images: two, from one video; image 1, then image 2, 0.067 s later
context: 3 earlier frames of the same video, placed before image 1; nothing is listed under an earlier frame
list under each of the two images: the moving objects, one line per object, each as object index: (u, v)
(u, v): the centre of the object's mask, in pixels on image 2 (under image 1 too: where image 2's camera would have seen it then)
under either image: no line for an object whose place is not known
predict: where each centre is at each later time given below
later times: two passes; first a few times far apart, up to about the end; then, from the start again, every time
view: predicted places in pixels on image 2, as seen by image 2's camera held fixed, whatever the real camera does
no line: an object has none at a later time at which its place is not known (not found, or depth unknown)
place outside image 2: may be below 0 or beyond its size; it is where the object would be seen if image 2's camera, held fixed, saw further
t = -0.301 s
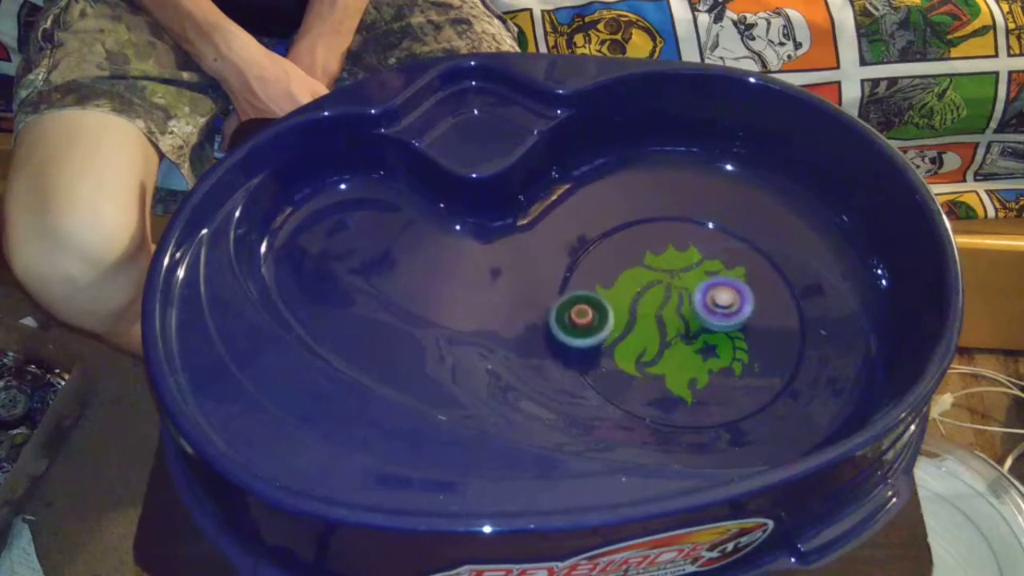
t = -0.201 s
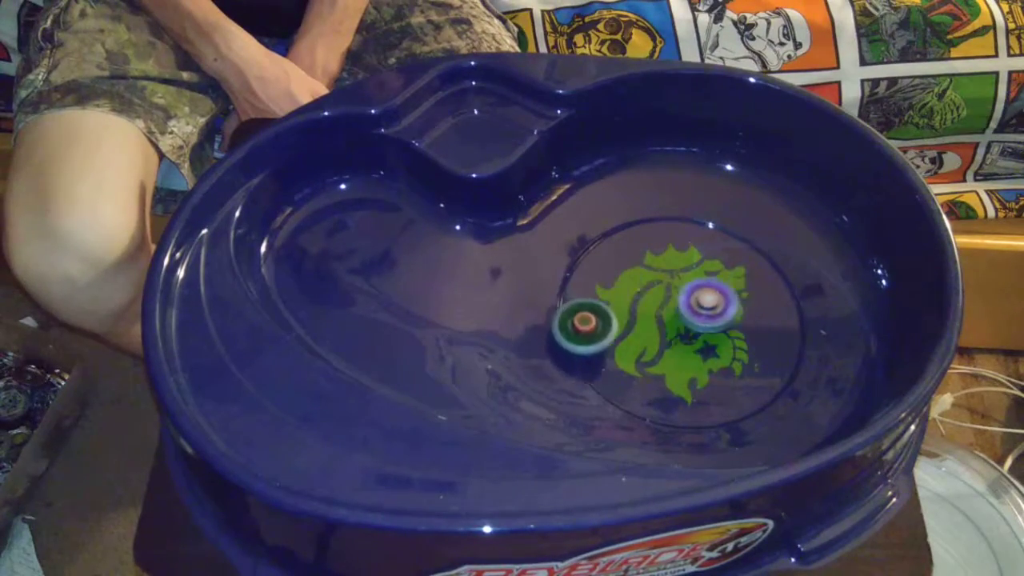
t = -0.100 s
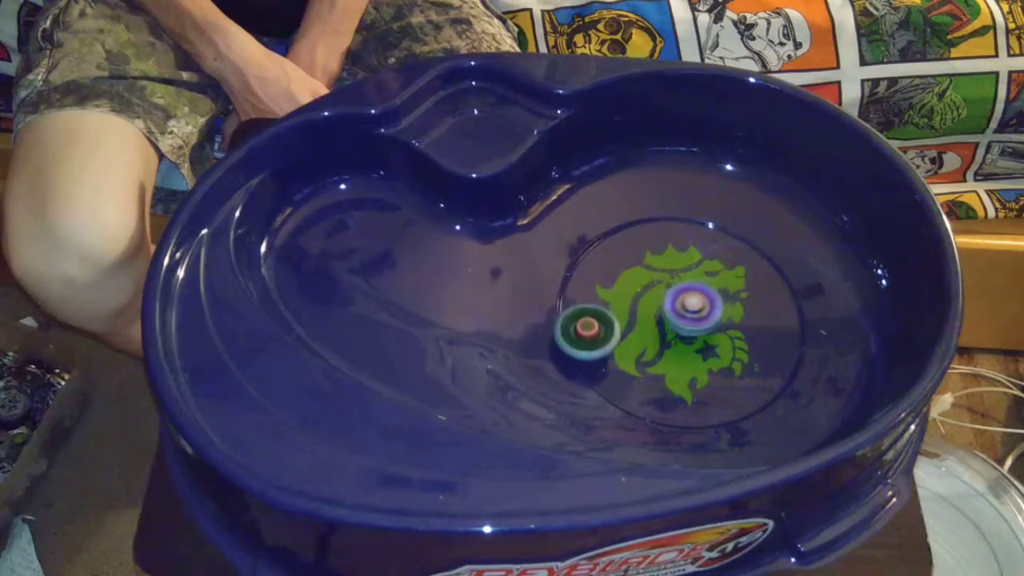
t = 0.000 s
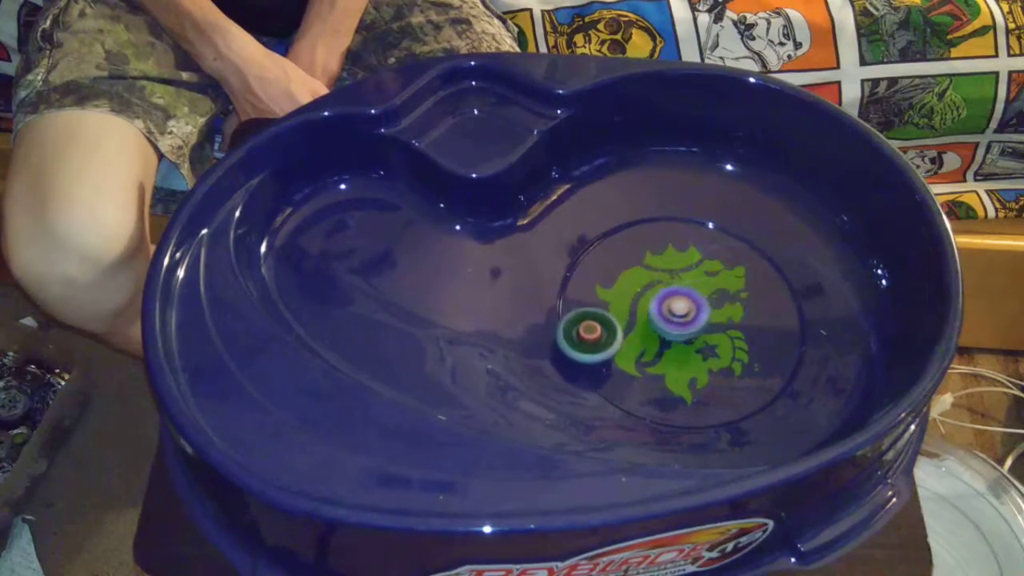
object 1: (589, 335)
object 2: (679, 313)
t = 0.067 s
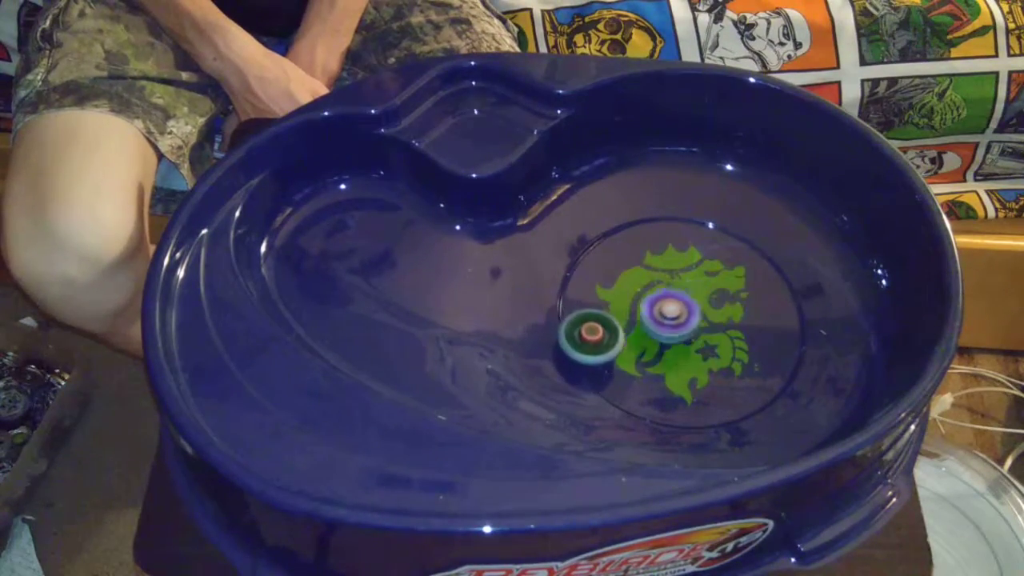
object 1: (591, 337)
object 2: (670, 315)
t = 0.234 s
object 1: (591, 339)
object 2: (655, 322)
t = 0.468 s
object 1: (579, 341)
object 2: (660, 323)
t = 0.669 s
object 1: (602, 346)
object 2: (679, 312)
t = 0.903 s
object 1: (624, 339)
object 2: (679, 298)
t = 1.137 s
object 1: (632, 334)
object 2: (678, 288)
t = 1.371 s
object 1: (605, 355)
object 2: (702, 264)
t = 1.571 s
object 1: (618, 356)
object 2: (698, 262)
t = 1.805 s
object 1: (632, 358)
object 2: (693, 278)
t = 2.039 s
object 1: (642, 359)
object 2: (688, 304)
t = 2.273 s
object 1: (613, 384)
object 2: (708, 308)
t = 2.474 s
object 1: (634, 368)
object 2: (711, 306)
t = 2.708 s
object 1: (641, 361)
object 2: (695, 310)
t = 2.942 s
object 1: (635, 359)
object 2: (684, 312)
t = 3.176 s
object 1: (622, 364)
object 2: (684, 305)
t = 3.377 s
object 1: (610, 369)
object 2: (689, 288)
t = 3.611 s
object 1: (626, 359)
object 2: (675, 283)
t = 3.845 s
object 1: (642, 354)
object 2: (667, 289)
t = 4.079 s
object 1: (657, 375)
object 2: (668, 288)
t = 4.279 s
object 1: (669, 390)
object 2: (673, 281)
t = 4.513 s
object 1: (680, 390)
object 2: (673, 284)
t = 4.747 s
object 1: (682, 383)
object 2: (677, 297)
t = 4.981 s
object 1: (680, 372)
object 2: (683, 312)
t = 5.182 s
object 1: (663, 404)
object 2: (692, 294)
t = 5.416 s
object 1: (665, 392)
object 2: (685, 292)
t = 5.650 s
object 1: (672, 378)
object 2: (675, 298)
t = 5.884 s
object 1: (685, 365)
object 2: (670, 307)
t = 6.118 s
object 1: (699, 365)
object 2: (665, 302)
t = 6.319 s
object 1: (707, 362)
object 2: (663, 304)
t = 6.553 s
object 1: (712, 359)
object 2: (664, 308)
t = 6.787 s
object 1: (713, 357)
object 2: (666, 310)
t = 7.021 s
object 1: (711, 354)
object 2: (668, 306)
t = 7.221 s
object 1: (732, 382)
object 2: (653, 283)
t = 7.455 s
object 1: (730, 373)
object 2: (646, 279)
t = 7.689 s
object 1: (727, 362)
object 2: (649, 285)
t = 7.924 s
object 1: (724, 349)
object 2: (664, 298)
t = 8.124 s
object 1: (730, 345)
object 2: (672, 304)
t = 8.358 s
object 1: (766, 358)
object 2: (656, 294)
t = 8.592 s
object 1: (770, 355)
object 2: (648, 299)
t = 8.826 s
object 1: (763, 350)
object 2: (652, 305)
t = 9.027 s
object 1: (752, 346)
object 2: (660, 310)
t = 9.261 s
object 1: (738, 339)
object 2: (667, 310)
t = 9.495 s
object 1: (799, 341)
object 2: (612, 281)
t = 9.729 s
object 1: (742, 302)
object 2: (605, 282)
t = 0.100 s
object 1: (592, 337)
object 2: (666, 316)
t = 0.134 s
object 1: (592, 338)
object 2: (662, 318)
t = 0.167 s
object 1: (594, 338)
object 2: (659, 319)
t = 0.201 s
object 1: (594, 339)
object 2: (655, 321)
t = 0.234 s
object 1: (591, 339)
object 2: (655, 322)
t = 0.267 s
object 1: (589, 340)
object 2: (655, 322)
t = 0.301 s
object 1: (589, 340)
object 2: (655, 323)
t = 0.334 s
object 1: (589, 340)
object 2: (655, 323)
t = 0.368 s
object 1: (590, 340)
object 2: (653, 324)
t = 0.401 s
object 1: (591, 341)
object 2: (653, 324)
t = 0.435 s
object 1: (590, 341)
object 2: (653, 324)
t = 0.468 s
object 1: (579, 341)
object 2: (660, 323)
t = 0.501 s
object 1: (574, 341)
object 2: (667, 321)
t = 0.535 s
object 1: (575, 342)
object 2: (672, 320)
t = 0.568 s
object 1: (580, 344)
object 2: (675, 317)
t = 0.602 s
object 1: (588, 345)
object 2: (676, 316)
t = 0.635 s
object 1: (595, 346)
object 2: (678, 314)
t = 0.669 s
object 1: (602, 346)
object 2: (679, 312)
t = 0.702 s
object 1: (608, 345)
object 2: (679, 310)
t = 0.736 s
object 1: (613, 345)
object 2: (680, 308)
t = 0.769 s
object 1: (617, 344)
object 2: (680, 307)
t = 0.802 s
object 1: (620, 342)
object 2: (680, 304)
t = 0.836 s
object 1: (622, 341)
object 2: (680, 301)
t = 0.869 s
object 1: (623, 340)
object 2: (680, 299)
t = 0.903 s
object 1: (624, 339)
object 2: (679, 298)
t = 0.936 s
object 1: (625, 338)
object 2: (679, 297)
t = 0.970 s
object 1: (626, 337)
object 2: (679, 295)
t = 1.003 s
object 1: (628, 336)
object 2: (678, 293)
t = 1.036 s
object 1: (629, 335)
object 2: (678, 293)
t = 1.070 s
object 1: (631, 333)
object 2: (678, 292)
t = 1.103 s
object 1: (633, 332)
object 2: (677, 291)
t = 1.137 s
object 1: (632, 334)
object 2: (678, 288)
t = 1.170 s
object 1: (619, 342)
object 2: (687, 281)
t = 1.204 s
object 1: (610, 348)
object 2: (693, 276)
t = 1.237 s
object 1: (605, 353)
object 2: (697, 272)
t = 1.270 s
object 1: (602, 355)
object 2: (699, 269)
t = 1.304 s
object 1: (602, 355)
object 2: (701, 267)
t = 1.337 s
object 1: (603, 355)
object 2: (702, 265)
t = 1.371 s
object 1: (605, 355)
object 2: (702, 264)
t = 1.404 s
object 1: (607, 355)
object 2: (702, 263)
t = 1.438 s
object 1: (609, 355)
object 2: (701, 262)
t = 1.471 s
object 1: (612, 355)
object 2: (701, 261)
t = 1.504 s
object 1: (614, 355)
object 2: (700, 261)
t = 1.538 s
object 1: (616, 356)
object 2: (699, 261)
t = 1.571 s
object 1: (618, 356)
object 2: (698, 262)
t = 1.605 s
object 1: (620, 356)
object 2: (697, 263)
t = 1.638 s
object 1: (623, 357)
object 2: (697, 265)
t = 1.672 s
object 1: (625, 357)
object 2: (696, 266)
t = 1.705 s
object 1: (627, 357)
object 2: (695, 269)
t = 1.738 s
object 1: (629, 357)
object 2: (694, 272)
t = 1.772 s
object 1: (631, 358)
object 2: (694, 275)
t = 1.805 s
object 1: (632, 358)
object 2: (693, 278)
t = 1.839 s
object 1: (634, 358)
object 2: (692, 281)
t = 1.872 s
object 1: (635, 358)
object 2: (692, 285)
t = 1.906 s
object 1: (637, 358)
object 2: (691, 290)
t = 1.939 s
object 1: (639, 359)
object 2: (691, 293)
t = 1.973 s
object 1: (640, 359)
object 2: (690, 297)
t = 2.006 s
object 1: (641, 359)
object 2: (689, 300)
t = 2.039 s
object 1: (642, 359)
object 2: (688, 304)
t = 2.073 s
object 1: (643, 359)
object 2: (688, 308)
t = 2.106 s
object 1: (645, 359)
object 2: (687, 311)
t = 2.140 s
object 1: (646, 359)
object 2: (687, 315)
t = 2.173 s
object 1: (641, 363)
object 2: (690, 315)
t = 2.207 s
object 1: (627, 374)
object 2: (697, 312)
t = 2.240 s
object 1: (618, 381)
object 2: (703, 309)
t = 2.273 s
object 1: (613, 384)
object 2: (708, 308)
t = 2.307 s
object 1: (613, 384)
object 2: (711, 307)
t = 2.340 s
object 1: (617, 381)
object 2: (712, 306)
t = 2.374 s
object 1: (622, 378)
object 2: (713, 306)
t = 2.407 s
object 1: (627, 374)
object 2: (712, 306)
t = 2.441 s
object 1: (631, 371)
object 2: (712, 306)
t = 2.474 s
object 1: (634, 368)
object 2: (711, 306)
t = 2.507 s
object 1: (637, 366)
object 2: (709, 307)
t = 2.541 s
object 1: (639, 364)
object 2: (708, 307)
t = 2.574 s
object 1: (640, 363)
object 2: (706, 307)
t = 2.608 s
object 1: (640, 363)
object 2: (703, 307)
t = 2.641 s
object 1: (640, 363)
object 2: (701, 308)
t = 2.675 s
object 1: (641, 362)
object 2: (698, 309)
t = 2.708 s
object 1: (641, 361)
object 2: (695, 310)
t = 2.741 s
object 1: (641, 360)
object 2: (693, 310)
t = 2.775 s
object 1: (641, 359)
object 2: (690, 311)
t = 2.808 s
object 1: (642, 358)
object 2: (688, 312)
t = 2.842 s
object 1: (642, 357)
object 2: (685, 314)
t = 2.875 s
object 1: (642, 356)
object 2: (683, 314)
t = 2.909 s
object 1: (638, 358)
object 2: (684, 313)
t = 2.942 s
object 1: (635, 359)
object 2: (684, 312)
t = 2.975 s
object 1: (633, 358)
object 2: (683, 312)
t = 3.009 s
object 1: (633, 358)
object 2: (683, 311)
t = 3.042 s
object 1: (634, 356)
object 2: (682, 312)
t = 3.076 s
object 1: (635, 355)
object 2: (680, 312)
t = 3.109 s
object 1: (636, 354)
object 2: (679, 312)
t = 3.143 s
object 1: (633, 356)
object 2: (679, 310)
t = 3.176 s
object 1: (622, 364)
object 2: (684, 305)
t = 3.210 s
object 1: (612, 370)
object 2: (689, 300)
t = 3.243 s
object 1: (606, 373)
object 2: (691, 296)
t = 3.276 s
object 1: (603, 374)
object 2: (691, 294)
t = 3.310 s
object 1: (605, 372)
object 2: (691, 291)
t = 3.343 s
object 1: (607, 371)
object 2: (690, 289)
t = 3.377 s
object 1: (610, 369)
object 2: (689, 288)
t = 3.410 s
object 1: (613, 367)
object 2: (687, 287)
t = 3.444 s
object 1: (616, 364)
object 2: (685, 286)
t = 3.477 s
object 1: (619, 363)
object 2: (683, 284)
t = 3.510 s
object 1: (621, 361)
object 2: (681, 284)
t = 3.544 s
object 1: (623, 360)
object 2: (679, 283)
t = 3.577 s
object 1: (624, 359)
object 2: (677, 283)
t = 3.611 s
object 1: (626, 359)
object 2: (675, 283)
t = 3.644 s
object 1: (628, 358)
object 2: (673, 284)
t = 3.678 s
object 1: (631, 357)
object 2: (672, 284)
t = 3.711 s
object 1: (633, 356)
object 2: (671, 285)
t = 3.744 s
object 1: (635, 356)
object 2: (670, 286)
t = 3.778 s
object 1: (637, 355)
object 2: (669, 287)
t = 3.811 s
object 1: (640, 355)
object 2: (668, 288)
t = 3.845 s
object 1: (642, 354)
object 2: (667, 289)
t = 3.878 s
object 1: (645, 354)
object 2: (667, 291)
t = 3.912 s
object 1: (647, 353)
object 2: (666, 292)
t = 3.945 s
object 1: (650, 353)
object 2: (665, 294)
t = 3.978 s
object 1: (653, 352)
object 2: (665, 294)
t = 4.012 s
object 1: (655, 353)
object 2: (665, 295)
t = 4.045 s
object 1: (657, 365)
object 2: (666, 292)
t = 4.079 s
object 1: (657, 375)
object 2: (668, 288)
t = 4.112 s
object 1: (657, 382)
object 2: (670, 285)
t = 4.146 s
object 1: (659, 386)
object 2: (671, 283)
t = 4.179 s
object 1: (662, 388)
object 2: (672, 282)
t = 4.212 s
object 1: (665, 389)
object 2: (672, 282)
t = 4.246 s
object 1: (668, 390)
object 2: (673, 281)
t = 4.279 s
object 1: (669, 390)
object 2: (673, 281)
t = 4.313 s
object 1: (671, 391)
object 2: (673, 281)
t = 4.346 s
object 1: (673, 391)
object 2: (673, 281)
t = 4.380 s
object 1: (675, 391)
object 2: (673, 281)
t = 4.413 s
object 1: (677, 391)
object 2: (673, 281)
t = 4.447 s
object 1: (678, 391)
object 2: (673, 282)
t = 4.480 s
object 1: (679, 391)
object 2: (673, 283)
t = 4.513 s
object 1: (680, 390)
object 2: (673, 284)
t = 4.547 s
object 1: (680, 390)
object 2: (673, 286)
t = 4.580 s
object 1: (681, 389)
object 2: (674, 288)
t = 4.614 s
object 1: (681, 387)
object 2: (674, 289)
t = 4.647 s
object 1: (681, 386)
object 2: (675, 291)
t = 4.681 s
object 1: (681, 385)
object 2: (675, 293)
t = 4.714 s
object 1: (682, 384)
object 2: (676, 295)
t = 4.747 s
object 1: (682, 383)
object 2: (677, 297)
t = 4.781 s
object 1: (682, 382)
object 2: (677, 299)
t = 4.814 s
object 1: (682, 380)
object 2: (678, 301)
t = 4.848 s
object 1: (682, 379)
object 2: (679, 303)
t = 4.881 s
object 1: (681, 378)
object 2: (680, 305)
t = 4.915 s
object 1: (681, 376)
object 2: (681, 307)
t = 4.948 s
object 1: (680, 374)
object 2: (682, 310)
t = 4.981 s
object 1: (680, 372)
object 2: (683, 312)
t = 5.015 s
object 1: (680, 371)
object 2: (683, 313)
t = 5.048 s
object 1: (676, 380)
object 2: (685, 311)
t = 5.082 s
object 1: (672, 391)
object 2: (688, 304)
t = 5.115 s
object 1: (669, 399)
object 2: (690, 299)
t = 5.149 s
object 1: (666, 403)
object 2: (691, 296)
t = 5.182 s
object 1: (663, 404)
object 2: (692, 294)
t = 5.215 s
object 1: (662, 403)
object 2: (692, 293)
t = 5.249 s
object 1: (661, 401)
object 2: (691, 292)
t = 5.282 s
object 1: (662, 400)
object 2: (690, 292)
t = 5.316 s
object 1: (662, 398)
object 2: (689, 291)
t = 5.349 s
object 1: (663, 396)
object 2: (688, 292)
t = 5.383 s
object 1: (664, 394)
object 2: (686, 291)
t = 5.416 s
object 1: (665, 392)
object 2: (685, 292)
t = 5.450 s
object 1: (666, 390)
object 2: (683, 292)
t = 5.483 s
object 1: (666, 388)
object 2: (682, 293)
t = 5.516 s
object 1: (668, 387)
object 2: (680, 293)
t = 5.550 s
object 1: (669, 385)
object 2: (679, 294)
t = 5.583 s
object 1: (670, 383)
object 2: (678, 295)
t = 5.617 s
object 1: (671, 380)
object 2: (676, 296)
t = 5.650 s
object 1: (672, 378)
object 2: (675, 298)
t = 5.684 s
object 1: (674, 376)
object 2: (674, 299)
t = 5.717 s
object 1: (676, 373)
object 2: (673, 301)
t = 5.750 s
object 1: (678, 371)
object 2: (672, 303)
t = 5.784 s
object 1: (679, 369)
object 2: (672, 304)
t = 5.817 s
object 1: (681, 367)
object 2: (671, 306)
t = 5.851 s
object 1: (683, 365)
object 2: (670, 307)
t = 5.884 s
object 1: (685, 365)
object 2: (670, 307)
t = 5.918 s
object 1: (687, 366)
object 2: (669, 307)
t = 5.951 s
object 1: (689, 368)
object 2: (669, 305)
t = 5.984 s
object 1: (691, 368)
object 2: (668, 303)
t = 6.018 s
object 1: (693, 367)
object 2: (667, 303)
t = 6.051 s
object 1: (695, 367)
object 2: (667, 302)
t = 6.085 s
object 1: (697, 366)
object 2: (666, 302)
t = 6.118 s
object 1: (699, 365)
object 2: (665, 302)
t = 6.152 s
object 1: (700, 365)
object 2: (665, 302)
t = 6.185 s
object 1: (702, 364)
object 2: (664, 302)
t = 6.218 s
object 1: (704, 364)
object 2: (664, 303)
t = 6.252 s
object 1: (706, 363)
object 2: (663, 303)
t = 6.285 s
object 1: (706, 363)
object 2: (663, 304)
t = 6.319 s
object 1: (707, 362)
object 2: (663, 304)
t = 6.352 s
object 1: (708, 362)
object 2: (663, 304)
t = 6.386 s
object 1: (709, 361)
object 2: (663, 305)
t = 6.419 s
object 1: (710, 361)
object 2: (663, 305)
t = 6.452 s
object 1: (710, 361)
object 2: (663, 306)
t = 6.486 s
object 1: (711, 360)
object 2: (663, 307)
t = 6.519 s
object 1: (711, 360)
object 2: (663, 307)
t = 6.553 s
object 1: (712, 359)
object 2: (664, 308)
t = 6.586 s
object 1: (712, 359)
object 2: (664, 308)
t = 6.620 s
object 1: (712, 358)
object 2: (664, 309)
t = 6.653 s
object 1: (712, 358)
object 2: (665, 309)
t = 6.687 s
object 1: (712, 357)
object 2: (665, 309)
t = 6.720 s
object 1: (712, 357)
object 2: (666, 310)
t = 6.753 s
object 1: (712, 356)
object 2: (666, 310)
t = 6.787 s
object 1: (713, 357)
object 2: (666, 310)
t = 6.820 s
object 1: (713, 358)
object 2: (666, 308)
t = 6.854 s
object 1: (713, 357)
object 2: (666, 308)
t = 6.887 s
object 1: (713, 357)
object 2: (666, 307)
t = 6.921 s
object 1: (712, 356)
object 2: (667, 307)
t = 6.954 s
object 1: (712, 356)
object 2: (667, 306)
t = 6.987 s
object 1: (712, 355)
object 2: (668, 306)
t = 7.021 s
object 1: (711, 354)
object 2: (668, 306)
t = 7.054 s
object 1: (713, 357)
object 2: (668, 305)
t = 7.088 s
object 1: (722, 369)
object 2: (663, 297)
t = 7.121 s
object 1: (729, 377)
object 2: (659, 292)
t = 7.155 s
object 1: (732, 381)
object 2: (657, 288)
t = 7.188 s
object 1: (733, 382)
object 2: (655, 285)
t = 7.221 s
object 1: (732, 382)
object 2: (653, 283)
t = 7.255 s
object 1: (732, 381)
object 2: (652, 282)
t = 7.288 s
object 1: (732, 380)
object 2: (651, 281)
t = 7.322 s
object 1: (732, 378)
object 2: (649, 280)
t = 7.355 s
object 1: (731, 377)
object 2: (648, 280)
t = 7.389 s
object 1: (731, 376)
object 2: (647, 280)
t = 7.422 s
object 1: (731, 375)
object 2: (646, 279)
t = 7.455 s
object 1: (730, 373)
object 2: (646, 279)
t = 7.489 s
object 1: (730, 372)
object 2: (646, 280)
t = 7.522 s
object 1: (730, 371)
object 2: (646, 280)
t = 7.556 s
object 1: (729, 369)
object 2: (646, 280)
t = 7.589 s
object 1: (729, 368)
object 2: (646, 281)
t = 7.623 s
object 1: (728, 366)
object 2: (647, 282)
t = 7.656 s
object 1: (727, 364)
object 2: (648, 283)
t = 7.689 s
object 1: (727, 362)
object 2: (649, 285)
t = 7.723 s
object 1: (726, 361)
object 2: (651, 287)
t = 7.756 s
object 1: (726, 358)
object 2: (653, 289)
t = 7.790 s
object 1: (725, 356)
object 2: (654, 291)
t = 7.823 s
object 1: (724, 354)
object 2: (657, 293)
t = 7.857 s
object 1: (724, 353)
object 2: (659, 295)
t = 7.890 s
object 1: (724, 351)
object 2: (661, 297)
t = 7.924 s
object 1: (724, 349)
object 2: (664, 298)
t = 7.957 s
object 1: (723, 348)
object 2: (666, 301)
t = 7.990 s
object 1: (723, 346)
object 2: (669, 302)
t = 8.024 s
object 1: (724, 345)
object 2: (671, 304)
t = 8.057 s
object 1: (728, 346)
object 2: (671, 304)
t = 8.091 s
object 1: (729, 346)
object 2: (671, 304)
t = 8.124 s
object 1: (730, 345)
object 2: (672, 304)
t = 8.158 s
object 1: (730, 344)
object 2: (673, 304)
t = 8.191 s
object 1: (731, 343)
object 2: (674, 305)
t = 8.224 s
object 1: (741, 347)
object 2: (670, 303)
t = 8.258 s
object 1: (752, 353)
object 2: (665, 298)
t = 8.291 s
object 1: (759, 357)
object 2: (661, 296)
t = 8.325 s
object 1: (763, 358)
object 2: (658, 295)
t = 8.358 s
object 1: (766, 358)
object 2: (656, 294)
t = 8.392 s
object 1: (767, 357)
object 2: (654, 294)
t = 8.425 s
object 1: (769, 357)
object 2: (653, 295)
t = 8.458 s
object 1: (770, 356)
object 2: (652, 295)
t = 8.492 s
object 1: (770, 356)
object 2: (651, 296)
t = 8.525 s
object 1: (771, 355)
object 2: (650, 297)
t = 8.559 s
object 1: (770, 355)
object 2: (649, 298)
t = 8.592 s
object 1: (770, 355)
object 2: (648, 299)
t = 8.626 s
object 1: (770, 354)
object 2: (648, 300)
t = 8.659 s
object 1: (769, 353)
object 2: (648, 301)
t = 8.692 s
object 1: (768, 353)
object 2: (649, 302)
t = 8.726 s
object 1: (766, 352)
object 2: (649, 303)
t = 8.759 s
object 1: (765, 351)
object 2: (650, 304)
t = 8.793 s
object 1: (764, 351)
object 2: (651, 305)
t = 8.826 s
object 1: (763, 350)
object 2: (652, 305)
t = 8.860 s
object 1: (761, 350)
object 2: (653, 306)
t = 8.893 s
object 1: (760, 349)
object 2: (655, 307)
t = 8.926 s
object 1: (758, 349)
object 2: (656, 308)
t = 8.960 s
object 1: (756, 348)
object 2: (657, 309)
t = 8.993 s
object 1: (754, 347)
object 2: (658, 309)
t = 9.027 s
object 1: (752, 346)
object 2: (660, 310)
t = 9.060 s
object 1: (750, 345)
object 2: (661, 310)
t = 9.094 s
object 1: (748, 345)
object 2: (663, 311)
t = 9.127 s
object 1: (745, 343)
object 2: (664, 311)
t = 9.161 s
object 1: (742, 342)
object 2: (665, 311)
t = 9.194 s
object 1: (739, 340)
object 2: (666, 311)
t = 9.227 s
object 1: (736, 338)
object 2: (668, 311)
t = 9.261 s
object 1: (738, 339)
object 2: (667, 310)
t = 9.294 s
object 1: (763, 350)
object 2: (653, 302)
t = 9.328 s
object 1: (785, 358)
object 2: (638, 293)
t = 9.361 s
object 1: (802, 358)
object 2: (629, 287)
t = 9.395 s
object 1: (807, 358)
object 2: (622, 284)
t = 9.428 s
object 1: (809, 354)
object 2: (617, 282)
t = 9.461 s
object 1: (806, 348)
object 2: (614, 281)
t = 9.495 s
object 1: (799, 341)
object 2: (612, 281)
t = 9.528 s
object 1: (791, 333)
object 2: (610, 281)
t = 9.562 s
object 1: (782, 325)
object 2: (609, 282)
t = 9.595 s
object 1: (773, 318)
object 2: (608, 282)
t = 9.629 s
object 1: (764, 312)
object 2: (606, 282)
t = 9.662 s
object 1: (756, 309)
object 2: (605, 282)
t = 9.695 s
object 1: (748, 305)
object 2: (605, 282)
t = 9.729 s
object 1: (742, 302)
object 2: (605, 282)
